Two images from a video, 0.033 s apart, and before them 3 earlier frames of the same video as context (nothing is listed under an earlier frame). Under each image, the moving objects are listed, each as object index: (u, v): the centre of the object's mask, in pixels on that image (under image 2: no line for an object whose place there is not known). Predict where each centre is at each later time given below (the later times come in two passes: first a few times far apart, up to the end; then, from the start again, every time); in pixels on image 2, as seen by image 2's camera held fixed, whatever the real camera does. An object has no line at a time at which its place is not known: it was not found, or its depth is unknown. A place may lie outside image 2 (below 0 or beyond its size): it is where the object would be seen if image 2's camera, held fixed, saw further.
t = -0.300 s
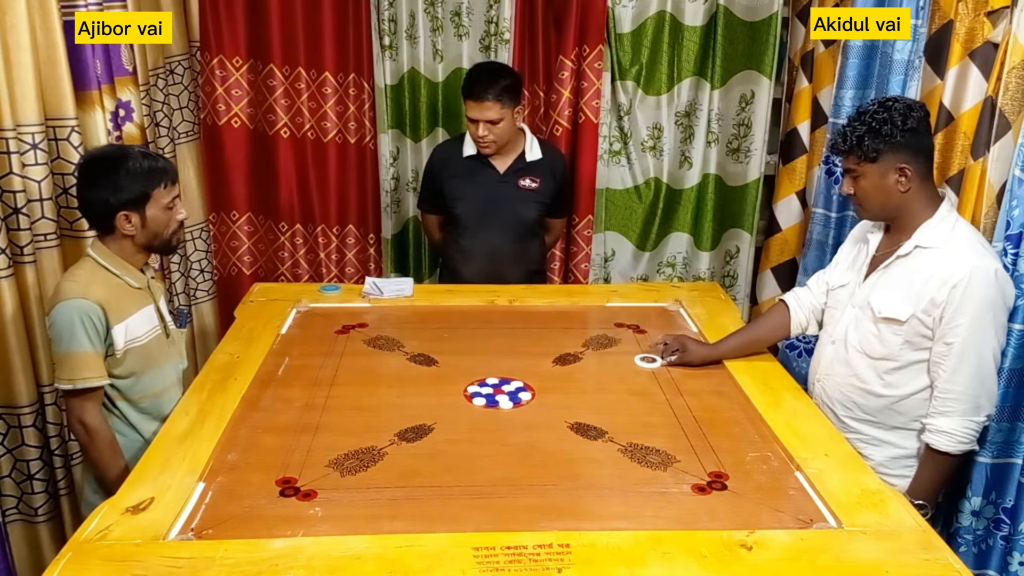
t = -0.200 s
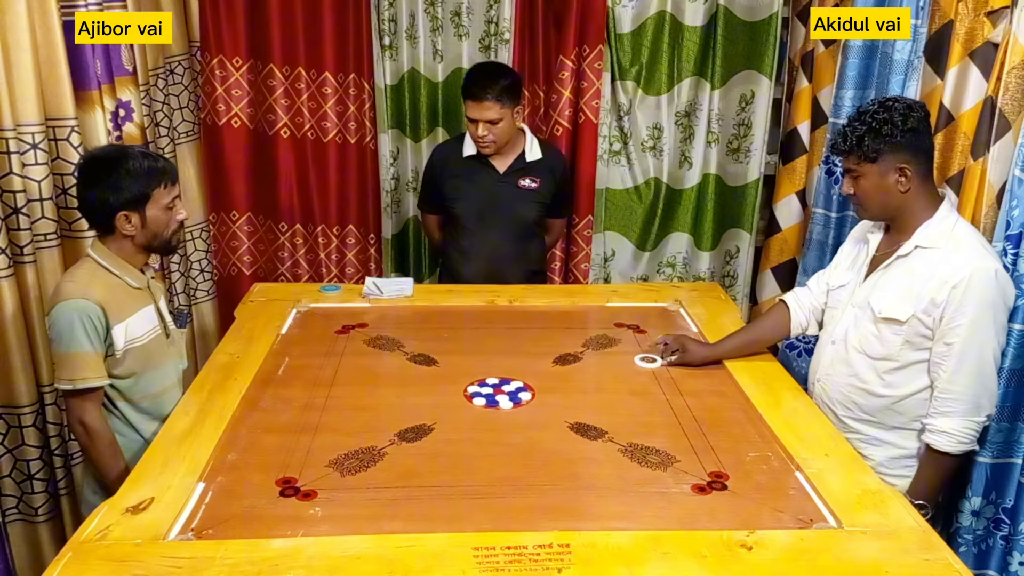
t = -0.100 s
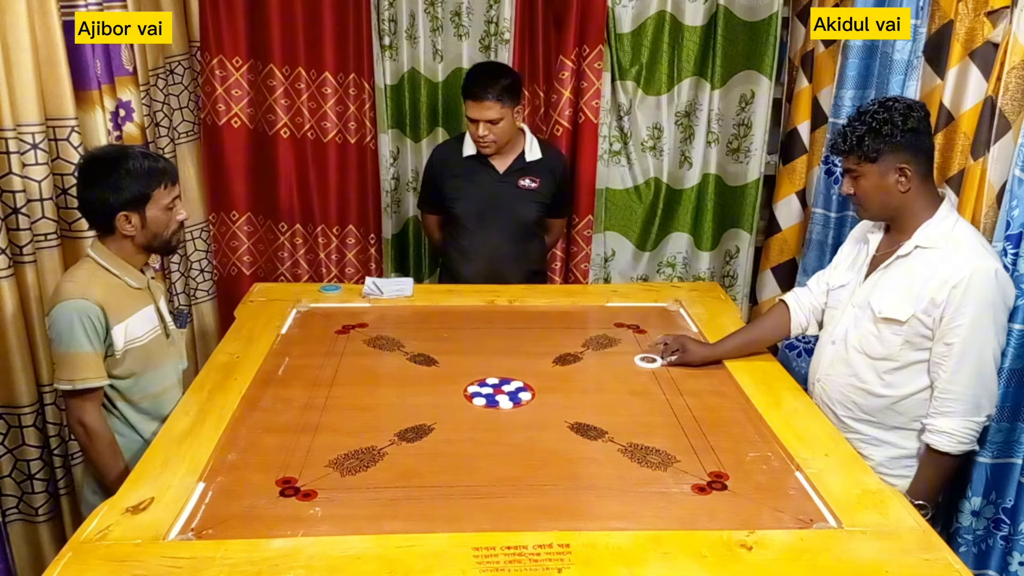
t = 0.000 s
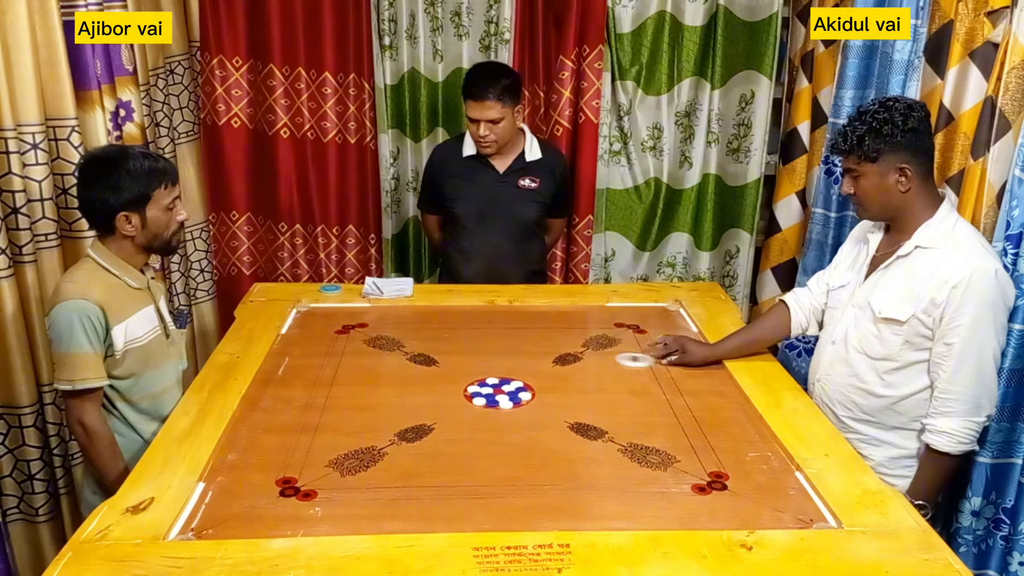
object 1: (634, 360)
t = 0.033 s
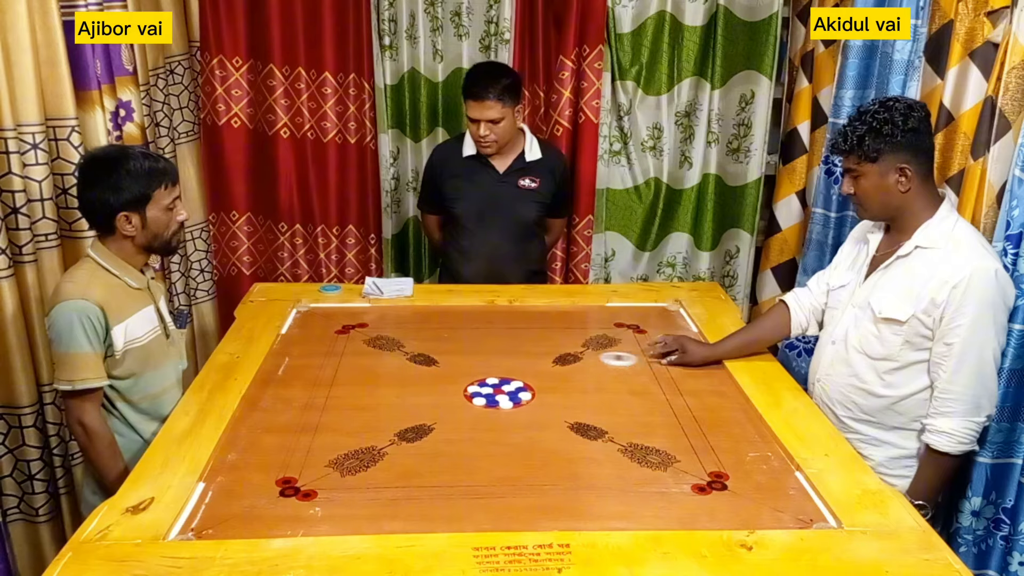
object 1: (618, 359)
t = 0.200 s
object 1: (546, 354)
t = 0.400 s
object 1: (478, 349)
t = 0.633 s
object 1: (421, 347)
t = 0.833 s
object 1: (388, 346)
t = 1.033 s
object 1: (370, 346)
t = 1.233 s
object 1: (365, 347)
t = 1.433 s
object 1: (365, 347)
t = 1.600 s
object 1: (365, 347)
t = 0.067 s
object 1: (602, 358)
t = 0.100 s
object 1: (587, 357)
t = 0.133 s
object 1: (573, 356)
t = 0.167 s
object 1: (559, 355)
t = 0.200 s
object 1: (546, 354)
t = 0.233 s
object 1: (533, 353)
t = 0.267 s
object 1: (521, 352)
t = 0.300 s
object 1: (509, 351)
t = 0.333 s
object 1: (499, 350)
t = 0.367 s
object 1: (489, 350)
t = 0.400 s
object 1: (478, 349)
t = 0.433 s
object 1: (469, 349)
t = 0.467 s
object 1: (460, 349)
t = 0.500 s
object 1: (451, 348)
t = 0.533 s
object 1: (443, 348)
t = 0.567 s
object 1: (435, 348)
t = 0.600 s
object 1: (428, 347)
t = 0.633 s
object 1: (421, 347)
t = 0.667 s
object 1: (414, 347)
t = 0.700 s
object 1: (408, 347)
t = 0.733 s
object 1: (403, 346)
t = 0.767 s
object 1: (397, 346)
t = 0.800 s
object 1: (392, 346)
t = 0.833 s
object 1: (388, 346)
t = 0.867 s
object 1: (384, 346)
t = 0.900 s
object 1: (380, 346)
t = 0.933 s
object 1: (377, 346)
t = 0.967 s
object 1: (374, 346)
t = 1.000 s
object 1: (372, 346)
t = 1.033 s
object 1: (370, 346)
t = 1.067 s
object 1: (368, 347)
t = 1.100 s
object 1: (367, 347)
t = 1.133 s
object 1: (366, 347)
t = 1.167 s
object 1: (366, 347)
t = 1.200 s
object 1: (365, 347)
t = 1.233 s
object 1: (365, 347)
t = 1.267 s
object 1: (365, 347)
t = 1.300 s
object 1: (365, 347)
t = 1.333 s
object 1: (365, 347)
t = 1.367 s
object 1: (365, 347)
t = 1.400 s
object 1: (365, 347)
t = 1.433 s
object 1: (365, 347)
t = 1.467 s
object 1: (365, 347)
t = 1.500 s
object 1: (365, 347)
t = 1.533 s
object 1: (365, 347)
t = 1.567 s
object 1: (365, 347)
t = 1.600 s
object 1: (365, 347)
